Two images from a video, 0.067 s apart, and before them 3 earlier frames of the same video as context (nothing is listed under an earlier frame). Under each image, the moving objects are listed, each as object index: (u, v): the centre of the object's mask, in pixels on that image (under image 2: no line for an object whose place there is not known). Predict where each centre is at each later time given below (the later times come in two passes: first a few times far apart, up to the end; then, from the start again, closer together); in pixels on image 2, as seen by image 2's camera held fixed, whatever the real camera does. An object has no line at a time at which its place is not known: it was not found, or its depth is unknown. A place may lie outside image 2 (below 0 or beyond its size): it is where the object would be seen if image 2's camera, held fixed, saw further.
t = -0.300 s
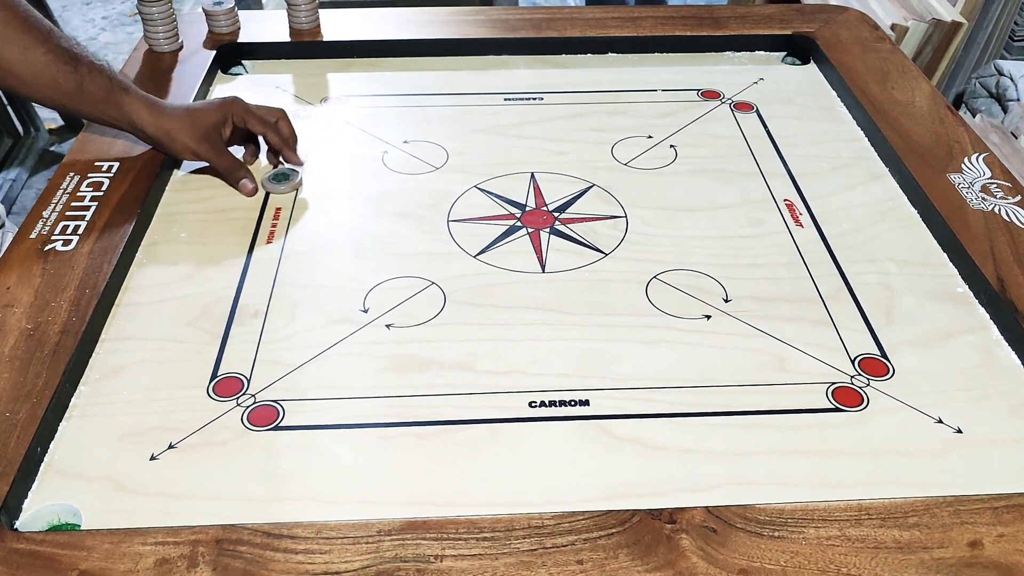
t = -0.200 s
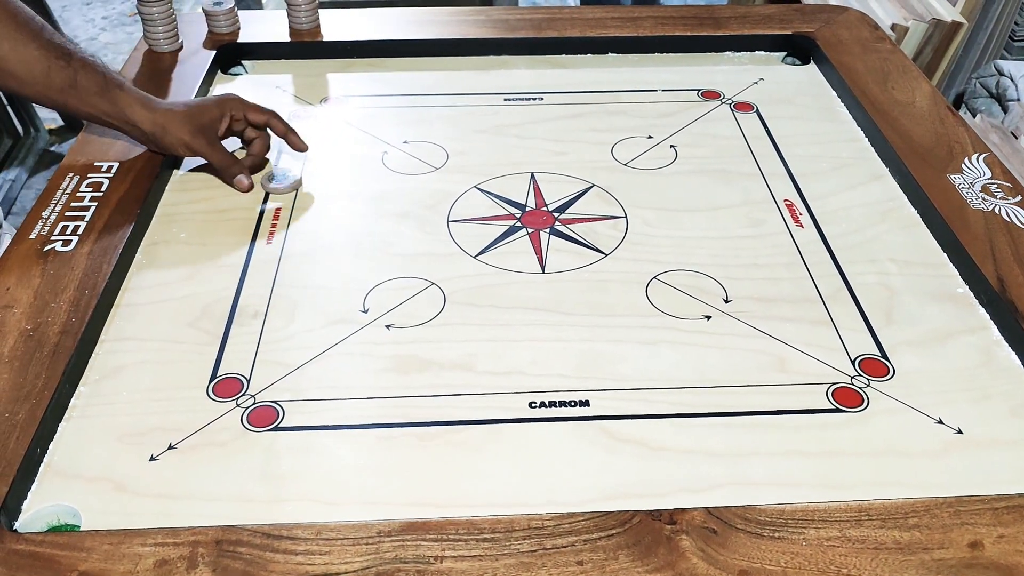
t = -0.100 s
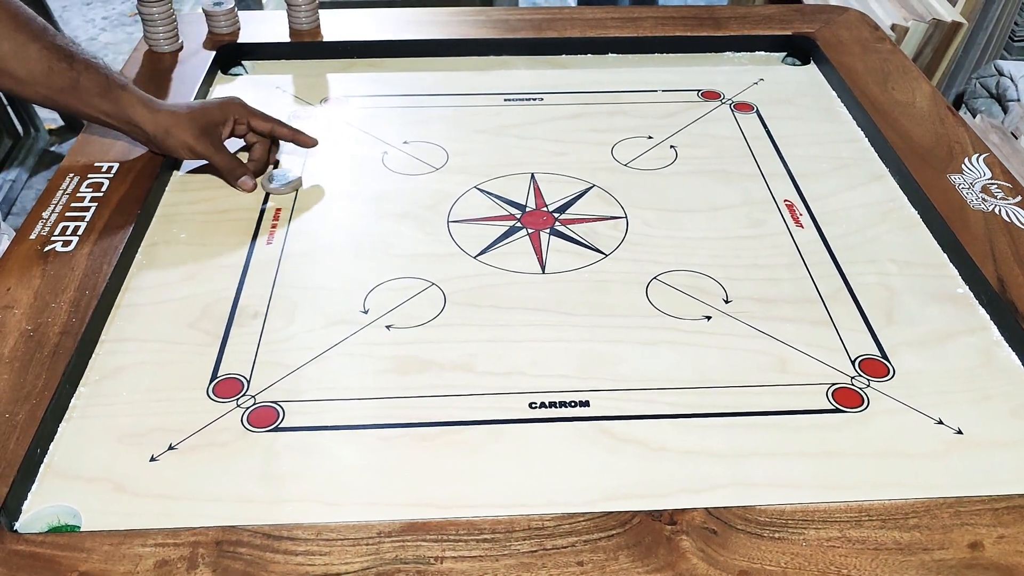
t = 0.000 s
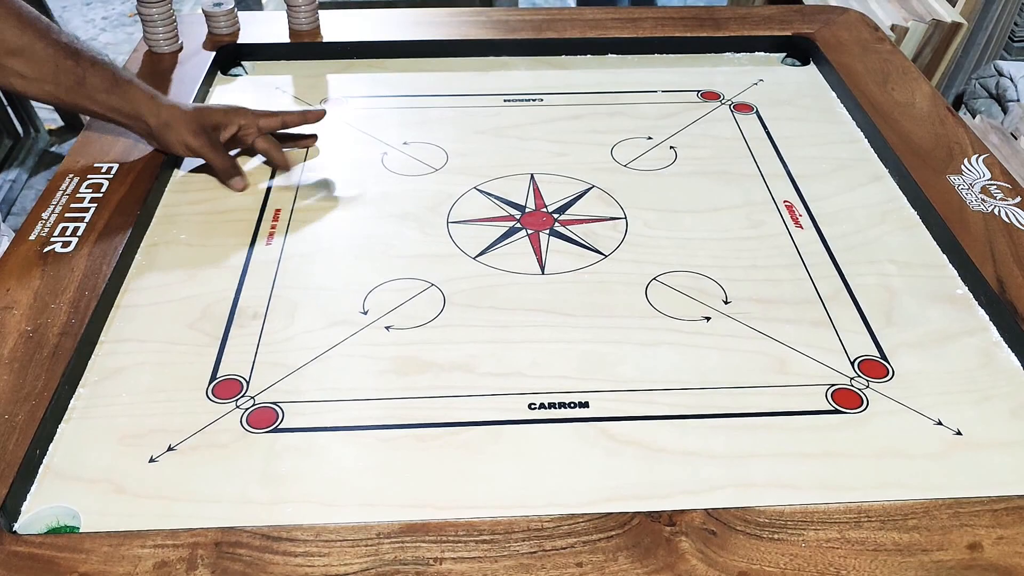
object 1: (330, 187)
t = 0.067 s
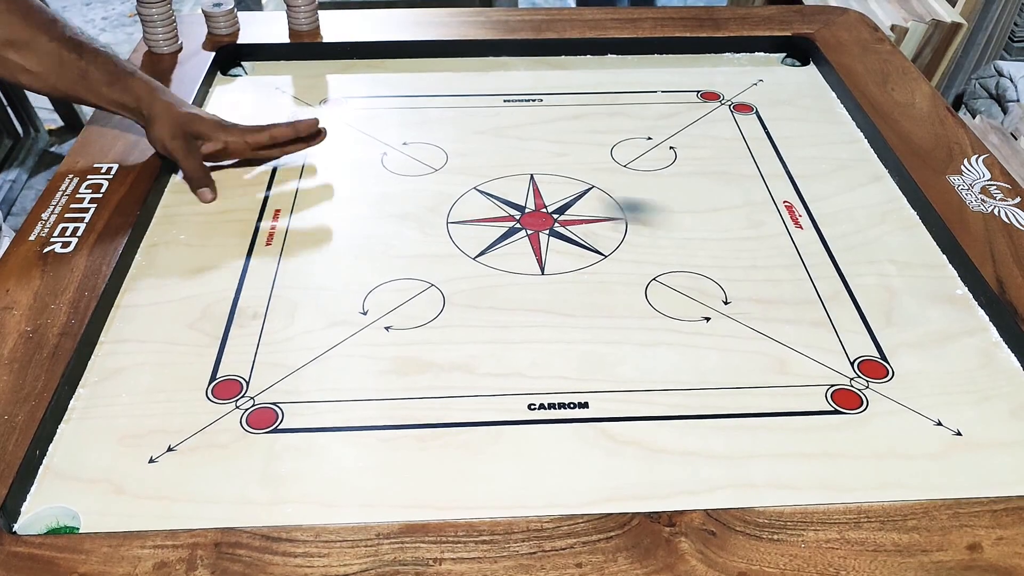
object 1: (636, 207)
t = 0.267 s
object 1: (406, 249)
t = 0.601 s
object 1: (829, 239)
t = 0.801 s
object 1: (609, 243)
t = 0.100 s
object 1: (785, 221)
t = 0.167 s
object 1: (762, 234)
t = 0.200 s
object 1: (645, 240)
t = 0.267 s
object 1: (406, 249)
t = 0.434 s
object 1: (419, 251)
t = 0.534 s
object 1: (672, 243)
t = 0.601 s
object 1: (829, 239)
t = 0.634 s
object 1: (907, 237)
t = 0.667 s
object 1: (858, 238)
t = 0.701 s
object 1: (795, 239)
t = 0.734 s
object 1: (729, 240)
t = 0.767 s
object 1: (670, 242)
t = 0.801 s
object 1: (609, 243)
